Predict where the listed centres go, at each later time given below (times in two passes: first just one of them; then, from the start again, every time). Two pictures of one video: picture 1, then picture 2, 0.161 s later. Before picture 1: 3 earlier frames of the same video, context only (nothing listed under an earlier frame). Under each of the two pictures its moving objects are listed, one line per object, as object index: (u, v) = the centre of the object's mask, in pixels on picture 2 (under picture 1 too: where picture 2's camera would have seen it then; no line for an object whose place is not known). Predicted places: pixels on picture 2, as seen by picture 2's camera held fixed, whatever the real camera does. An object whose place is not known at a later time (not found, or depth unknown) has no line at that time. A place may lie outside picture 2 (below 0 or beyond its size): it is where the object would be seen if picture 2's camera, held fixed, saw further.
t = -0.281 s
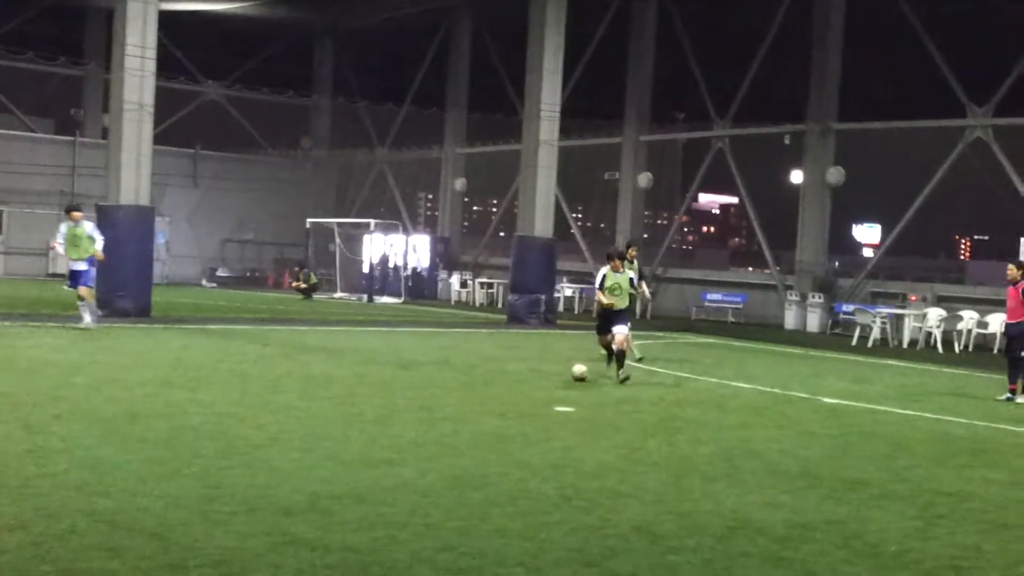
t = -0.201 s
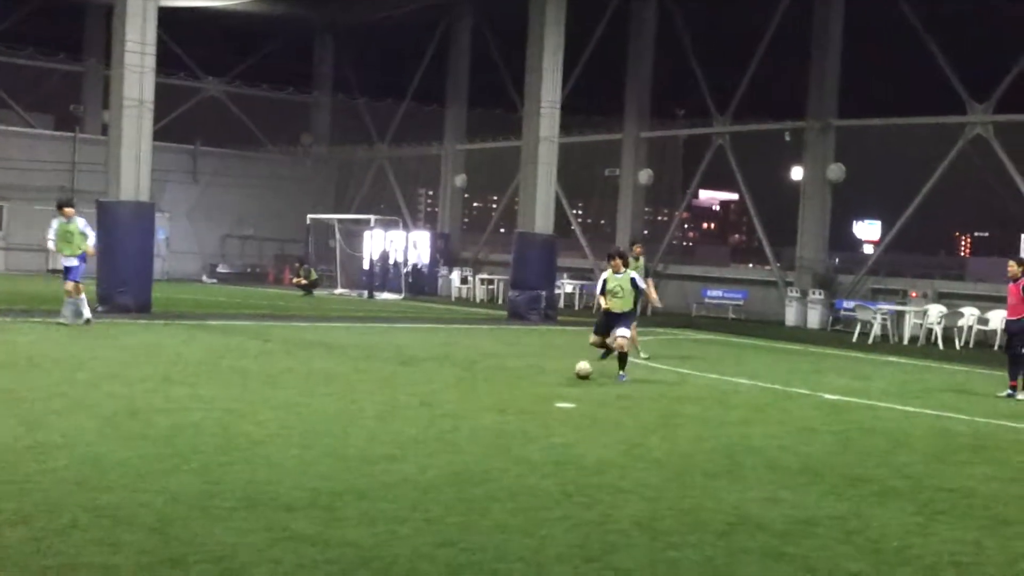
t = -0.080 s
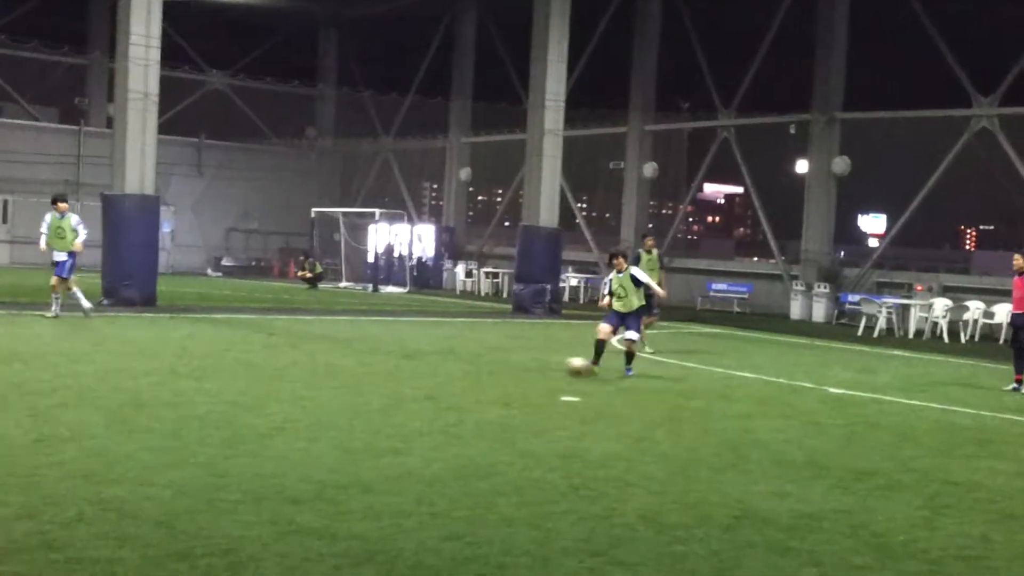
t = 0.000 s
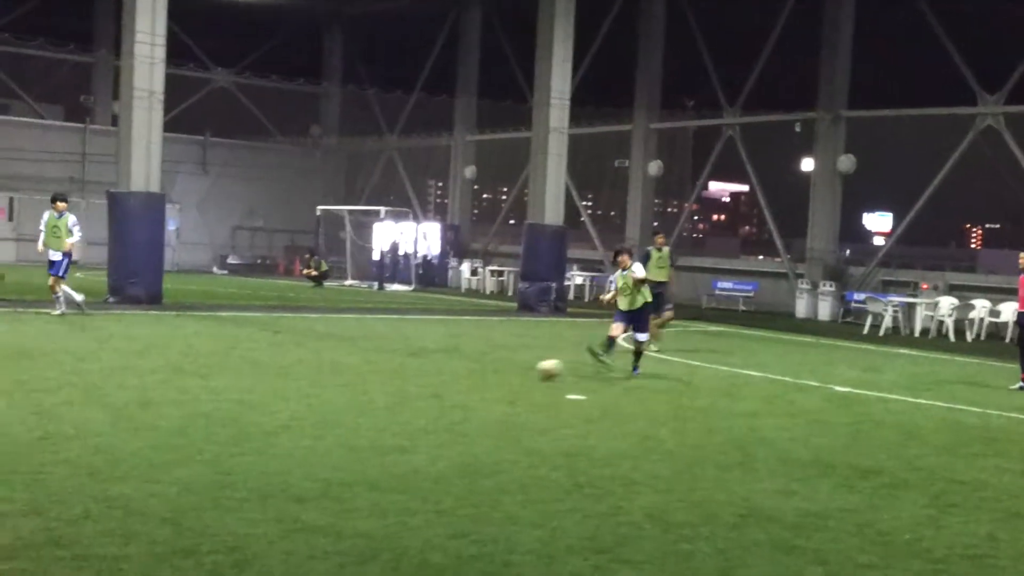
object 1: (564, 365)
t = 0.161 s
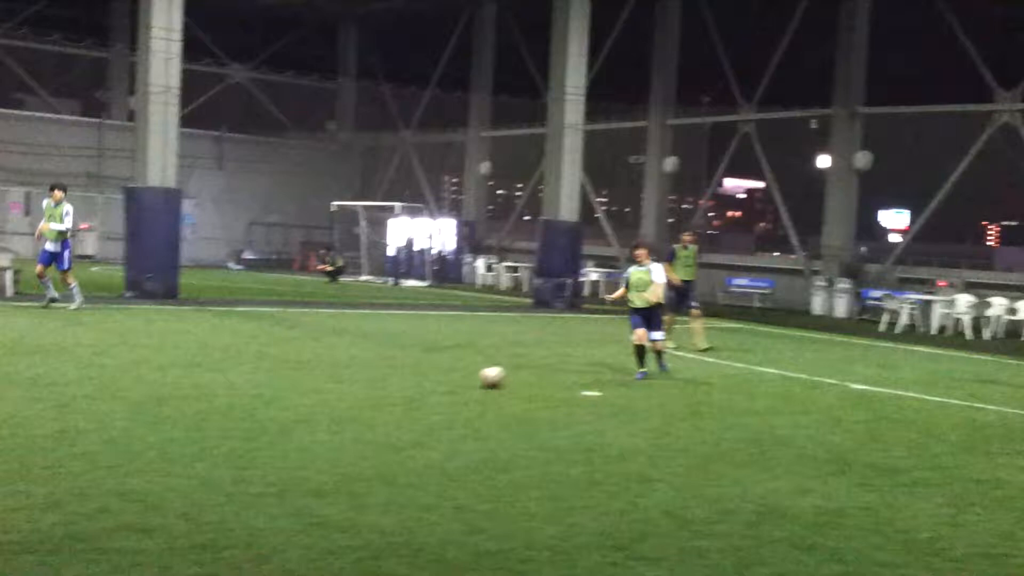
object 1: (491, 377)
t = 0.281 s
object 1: (434, 387)
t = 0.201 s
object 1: (473, 379)
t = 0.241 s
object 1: (454, 383)
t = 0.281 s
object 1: (434, 387)
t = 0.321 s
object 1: (414, 390)
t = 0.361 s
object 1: (394, 391)
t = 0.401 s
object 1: (372, 394)
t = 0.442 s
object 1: (350, 400)
